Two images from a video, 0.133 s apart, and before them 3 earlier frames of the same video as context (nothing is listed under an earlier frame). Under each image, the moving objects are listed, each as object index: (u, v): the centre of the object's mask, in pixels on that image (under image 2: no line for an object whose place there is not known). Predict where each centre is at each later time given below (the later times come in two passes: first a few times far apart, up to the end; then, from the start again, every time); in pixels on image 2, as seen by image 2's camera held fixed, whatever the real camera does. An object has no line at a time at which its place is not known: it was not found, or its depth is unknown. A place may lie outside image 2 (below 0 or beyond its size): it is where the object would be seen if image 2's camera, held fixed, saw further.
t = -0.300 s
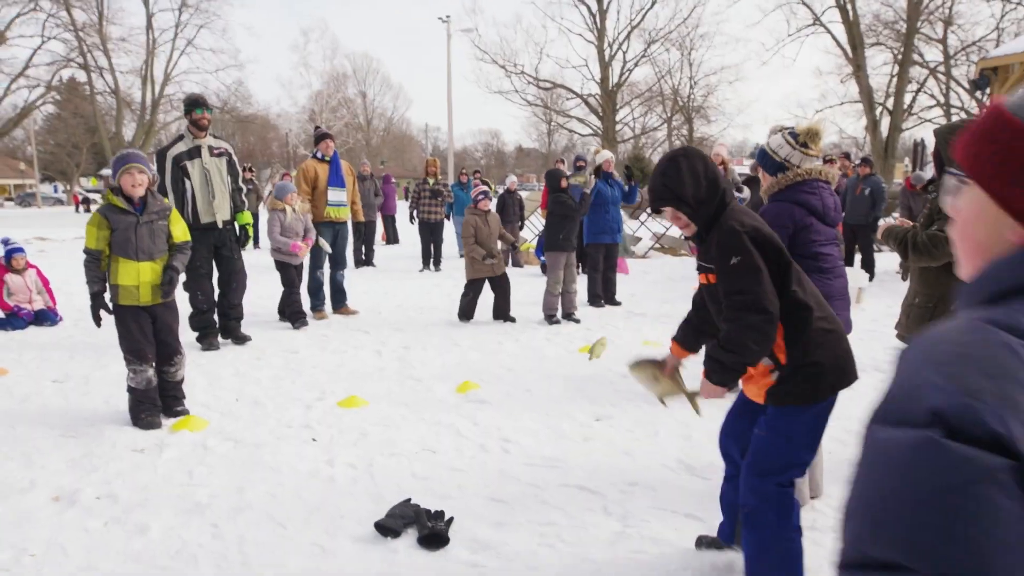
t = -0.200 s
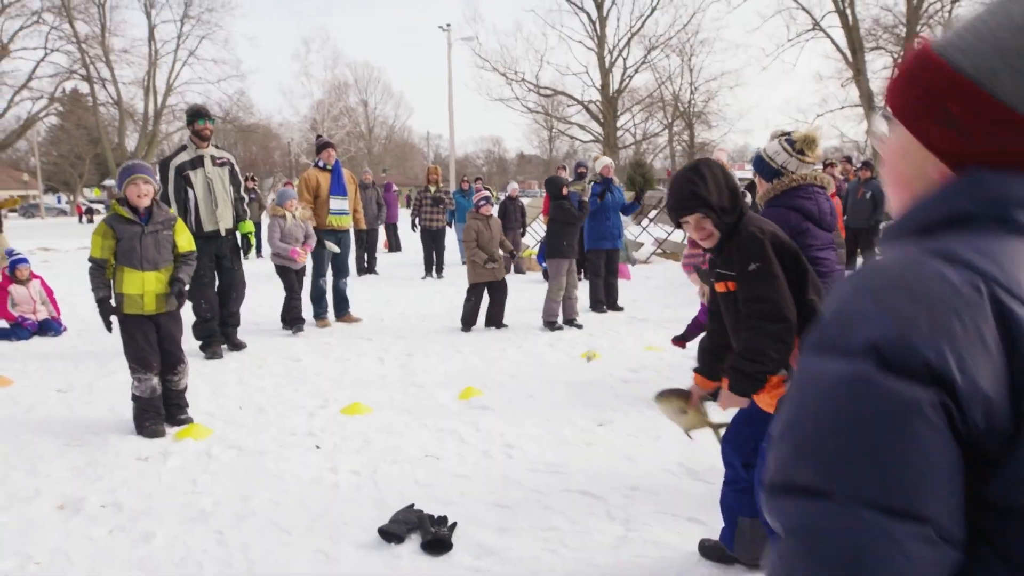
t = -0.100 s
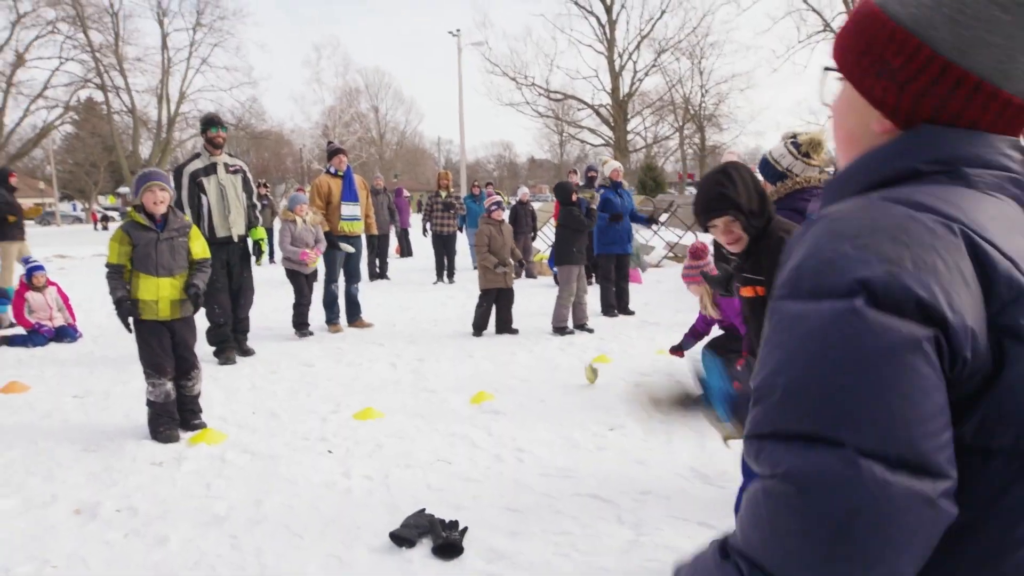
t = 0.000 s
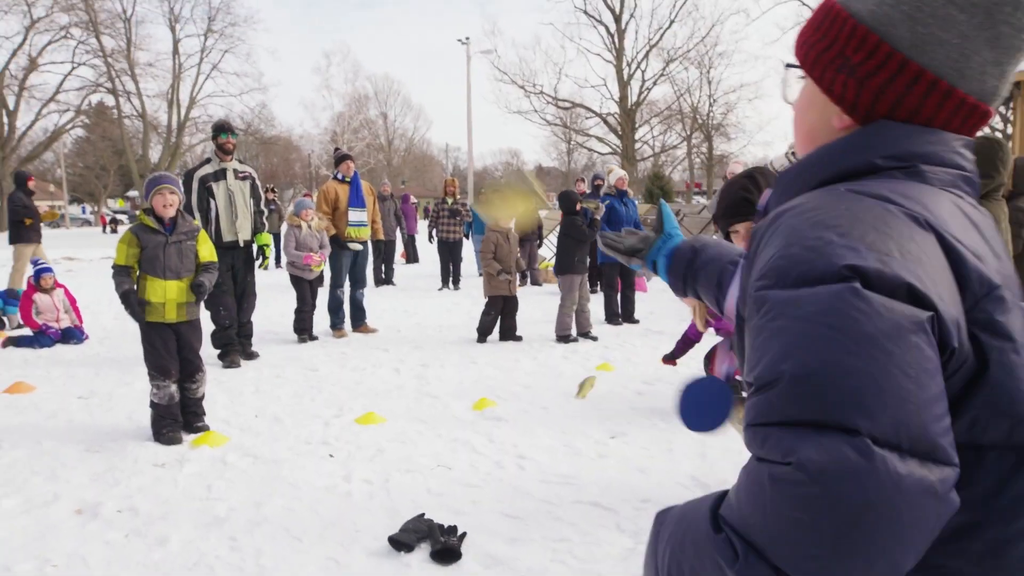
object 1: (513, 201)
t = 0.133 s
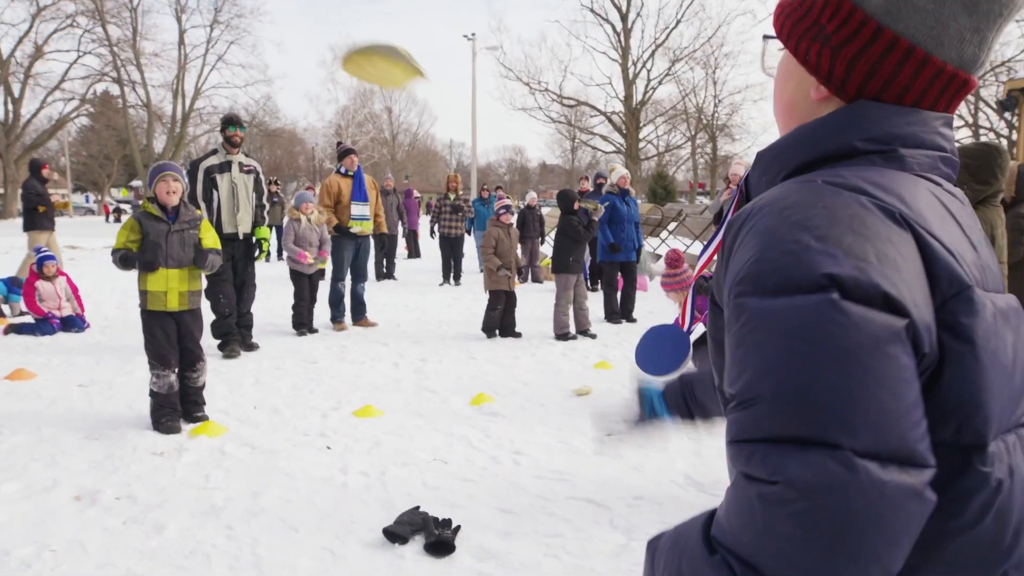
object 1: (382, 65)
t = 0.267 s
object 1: (290, 29)
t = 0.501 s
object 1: (176, 103)
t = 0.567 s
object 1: (151, 145)
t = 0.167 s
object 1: (356, 49)
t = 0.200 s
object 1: (332, 38)
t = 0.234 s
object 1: (310, 31)
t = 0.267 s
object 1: (290, 29)
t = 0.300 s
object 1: (269, 31)
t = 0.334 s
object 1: (250, 35)
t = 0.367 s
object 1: (232, 44)
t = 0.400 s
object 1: (216, 55)
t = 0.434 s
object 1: (203, 68)
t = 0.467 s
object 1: (189, 83)
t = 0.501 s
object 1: (176, 103)
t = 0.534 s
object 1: (161, 126)
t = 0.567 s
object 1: (151, 145)
